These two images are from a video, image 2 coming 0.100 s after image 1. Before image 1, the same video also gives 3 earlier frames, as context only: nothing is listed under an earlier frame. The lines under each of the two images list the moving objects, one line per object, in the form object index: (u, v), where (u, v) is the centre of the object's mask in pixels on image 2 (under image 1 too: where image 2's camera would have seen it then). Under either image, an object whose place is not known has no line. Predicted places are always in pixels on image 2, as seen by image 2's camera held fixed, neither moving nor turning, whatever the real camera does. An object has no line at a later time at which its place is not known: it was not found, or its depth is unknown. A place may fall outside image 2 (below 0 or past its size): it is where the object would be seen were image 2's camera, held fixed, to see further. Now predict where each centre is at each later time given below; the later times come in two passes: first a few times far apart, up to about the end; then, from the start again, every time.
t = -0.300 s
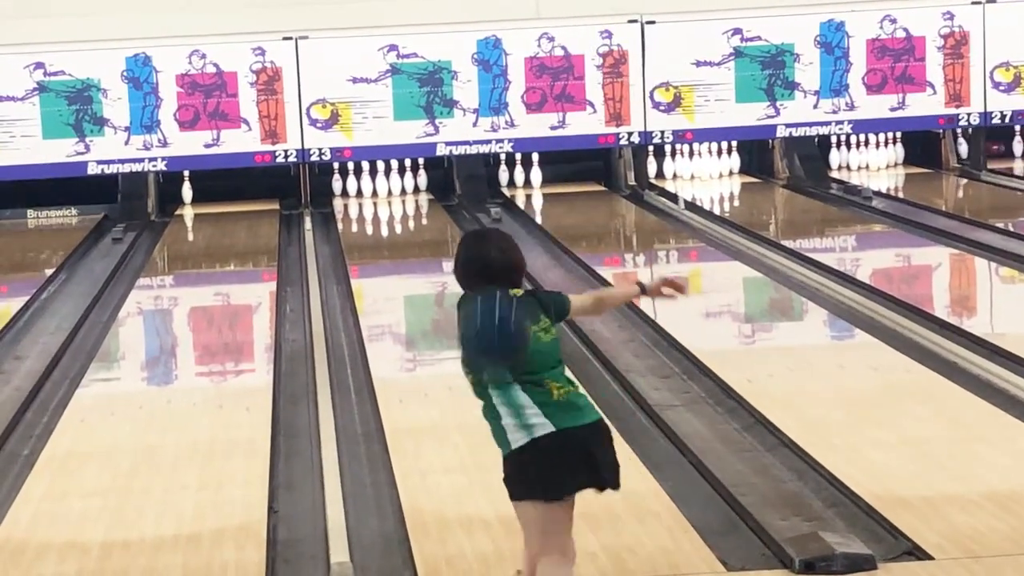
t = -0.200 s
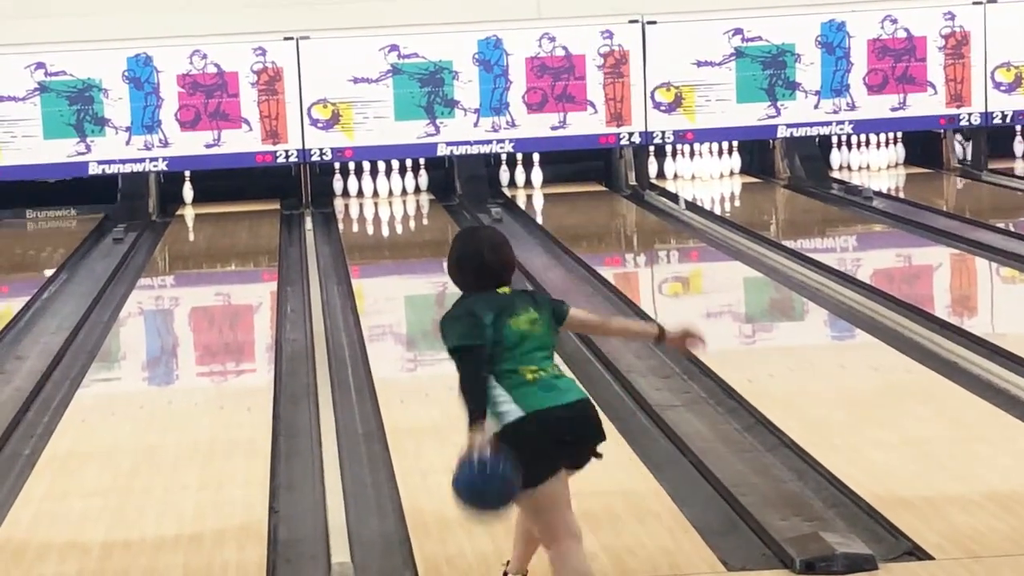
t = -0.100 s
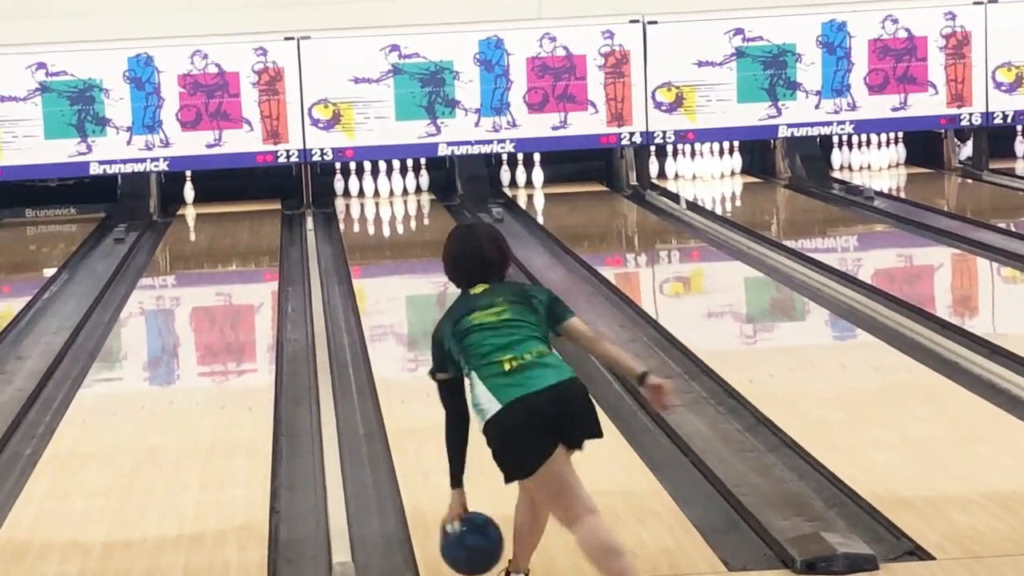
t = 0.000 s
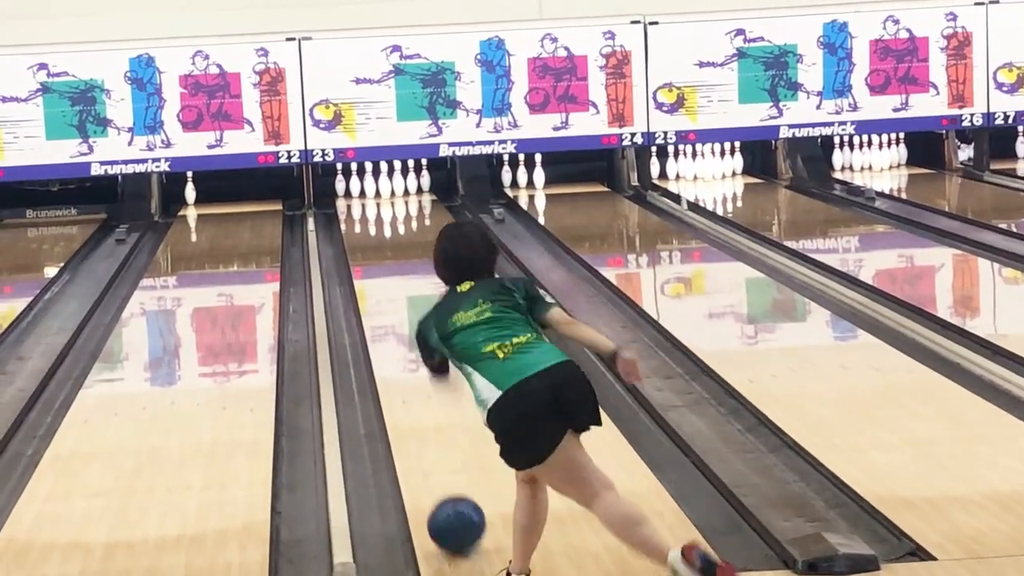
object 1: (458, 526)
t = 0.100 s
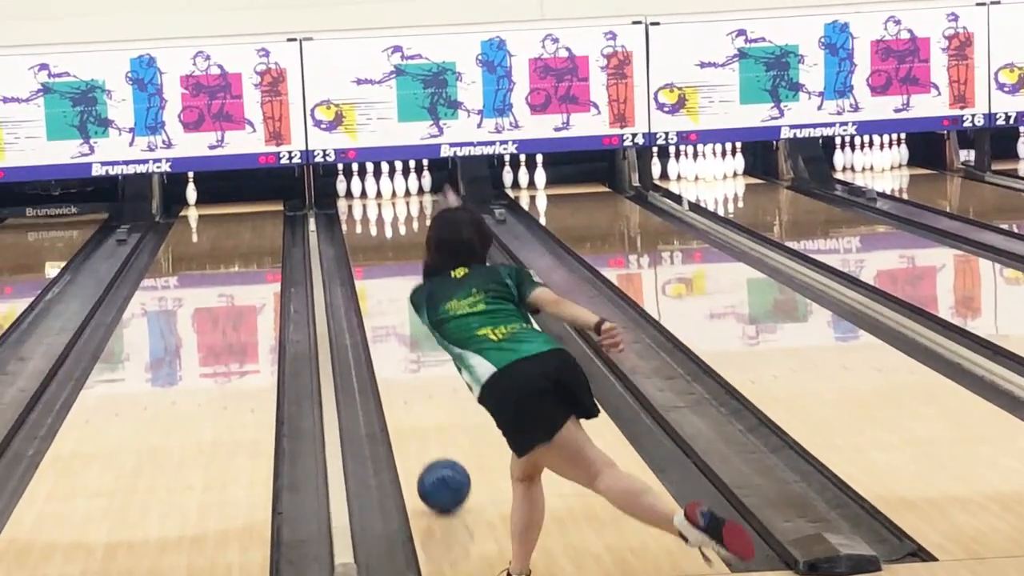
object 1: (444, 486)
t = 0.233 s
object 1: (428, 442)
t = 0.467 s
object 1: (408, 381)
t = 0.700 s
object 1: (394, 337)
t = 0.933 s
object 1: (384, 301)
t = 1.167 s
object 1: (377, 274)
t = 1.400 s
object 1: (372, 252)
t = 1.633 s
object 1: (369, 234)
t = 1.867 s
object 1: (368, 218)
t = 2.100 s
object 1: (372, 204)
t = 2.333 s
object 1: (381, 194)
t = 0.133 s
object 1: (440, 474)
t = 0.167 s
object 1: (436, 463)
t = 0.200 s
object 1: (432, 452)
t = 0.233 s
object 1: (428, 442)
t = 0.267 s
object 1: (425, 432)
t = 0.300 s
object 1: (422, 423)
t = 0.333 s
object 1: (419, 414)
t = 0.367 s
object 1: (416, 405)
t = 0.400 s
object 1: (413, 397)
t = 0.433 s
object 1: (411, 389)
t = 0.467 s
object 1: (408, 381)
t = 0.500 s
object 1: (406, 374)
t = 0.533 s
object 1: (403, 367)
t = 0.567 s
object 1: (402, 361)
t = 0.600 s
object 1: (399, 354)
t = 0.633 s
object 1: (397, 348)
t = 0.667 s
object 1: (396, 342)
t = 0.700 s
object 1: (394, 337)
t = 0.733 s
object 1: (392, 331)
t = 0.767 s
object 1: (391, 326)
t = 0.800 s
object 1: (389, 321)
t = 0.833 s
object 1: (388, 316)
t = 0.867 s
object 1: (386, 311)
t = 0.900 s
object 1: (385, 305)
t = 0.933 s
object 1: (384, 301)
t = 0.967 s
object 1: (382, 297)
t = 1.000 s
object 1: (381, 292)
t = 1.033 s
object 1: (380, 288)
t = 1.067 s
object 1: (379, 284)
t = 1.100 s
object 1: (378, 281)
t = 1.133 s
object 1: (377, 277)
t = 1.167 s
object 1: (377, 274)
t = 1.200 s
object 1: (376, 270)
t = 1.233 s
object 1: (375, 267)
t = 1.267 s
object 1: (374, 264)
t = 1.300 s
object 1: (373, 261)
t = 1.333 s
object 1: (373, 258)
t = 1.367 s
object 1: (372, 255)
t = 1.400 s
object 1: (372, 252)
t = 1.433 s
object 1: (371, 249)
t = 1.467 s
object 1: (370, 246)
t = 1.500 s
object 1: (371, 244)
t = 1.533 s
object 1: (370, 241)
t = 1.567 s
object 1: (369, 238)
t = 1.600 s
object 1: (369, 236)
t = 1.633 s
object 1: (369, 234)
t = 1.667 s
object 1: (368, 232)
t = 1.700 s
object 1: (368, 229)
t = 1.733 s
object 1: (368, 226)
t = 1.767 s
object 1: (368, 224)
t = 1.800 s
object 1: (368, 222)
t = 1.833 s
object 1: (368, 220)
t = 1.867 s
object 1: (368, 218)
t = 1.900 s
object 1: (368, 216)
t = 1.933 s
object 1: (369, 213)
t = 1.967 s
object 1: (369, 212)
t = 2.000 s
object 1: (370, 210)
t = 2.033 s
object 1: (371, 208)
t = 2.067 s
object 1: (371, 206)
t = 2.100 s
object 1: (372, 204)
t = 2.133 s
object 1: (373, 203)
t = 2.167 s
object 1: (375, 202)
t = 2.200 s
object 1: (376, 201)
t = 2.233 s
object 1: (377, 199)
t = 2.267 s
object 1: (378, 198)
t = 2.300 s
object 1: (380, 195)
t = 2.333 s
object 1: (381, 194)
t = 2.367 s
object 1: (382, 192)
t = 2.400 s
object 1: (381, 192)
